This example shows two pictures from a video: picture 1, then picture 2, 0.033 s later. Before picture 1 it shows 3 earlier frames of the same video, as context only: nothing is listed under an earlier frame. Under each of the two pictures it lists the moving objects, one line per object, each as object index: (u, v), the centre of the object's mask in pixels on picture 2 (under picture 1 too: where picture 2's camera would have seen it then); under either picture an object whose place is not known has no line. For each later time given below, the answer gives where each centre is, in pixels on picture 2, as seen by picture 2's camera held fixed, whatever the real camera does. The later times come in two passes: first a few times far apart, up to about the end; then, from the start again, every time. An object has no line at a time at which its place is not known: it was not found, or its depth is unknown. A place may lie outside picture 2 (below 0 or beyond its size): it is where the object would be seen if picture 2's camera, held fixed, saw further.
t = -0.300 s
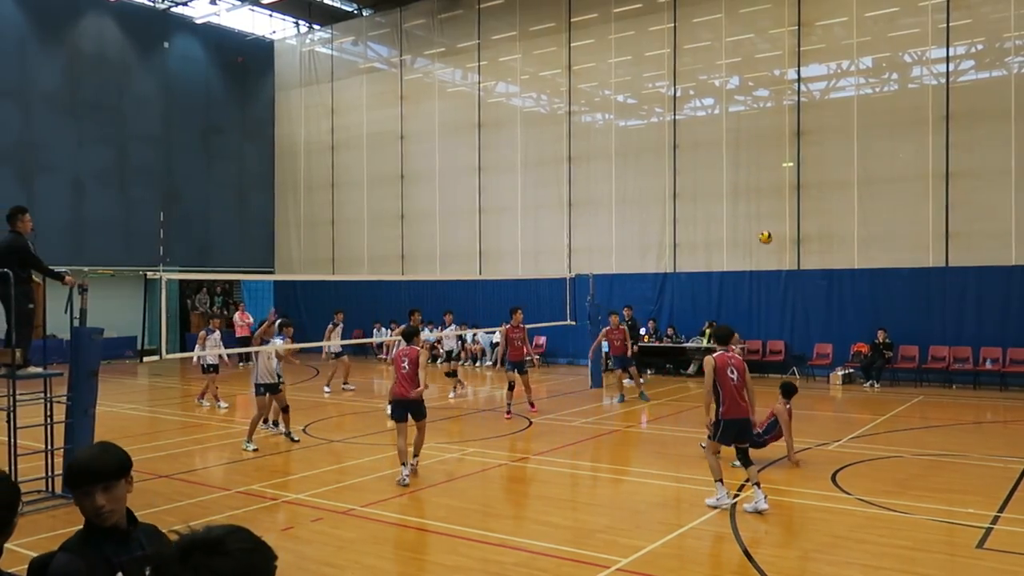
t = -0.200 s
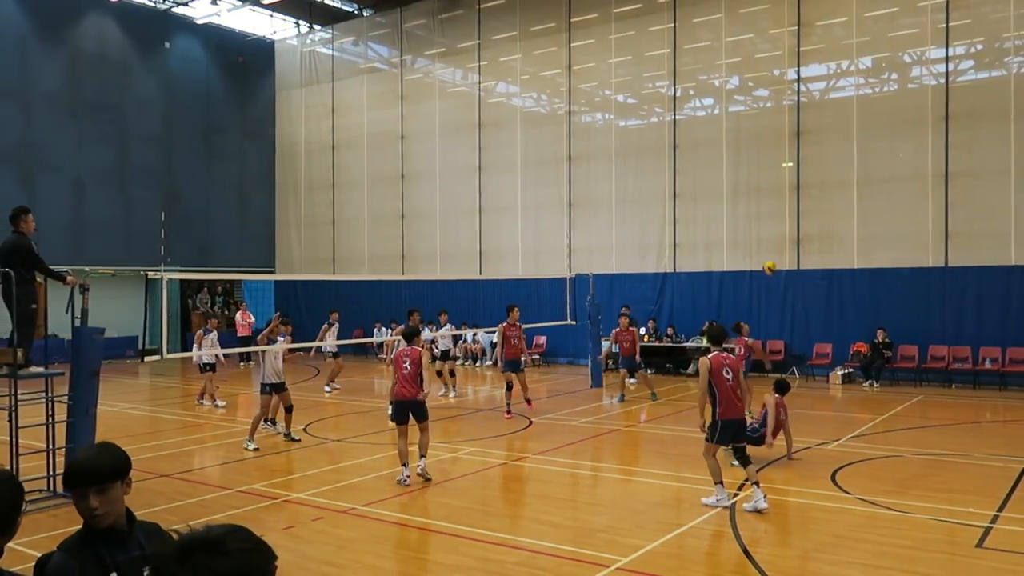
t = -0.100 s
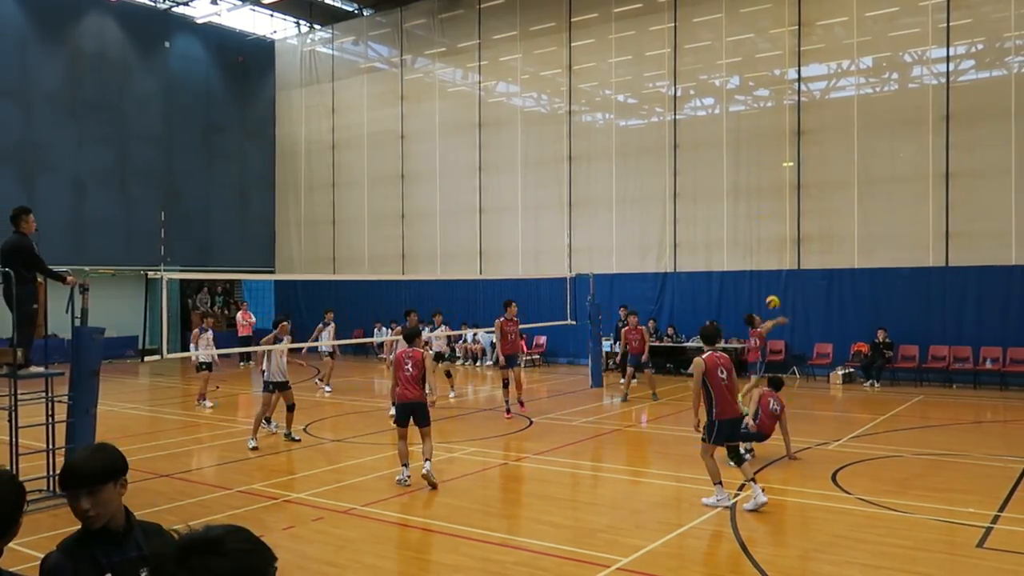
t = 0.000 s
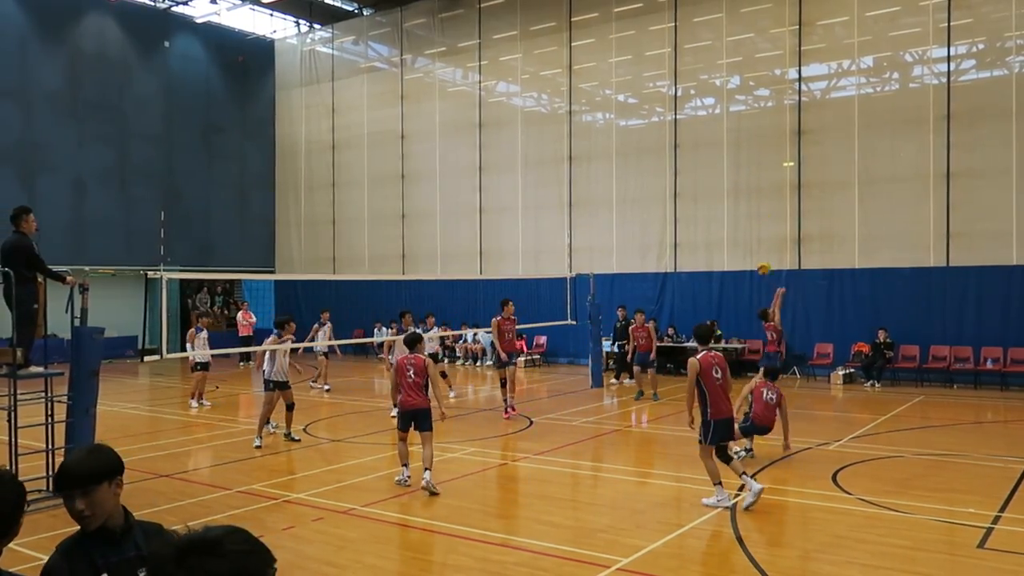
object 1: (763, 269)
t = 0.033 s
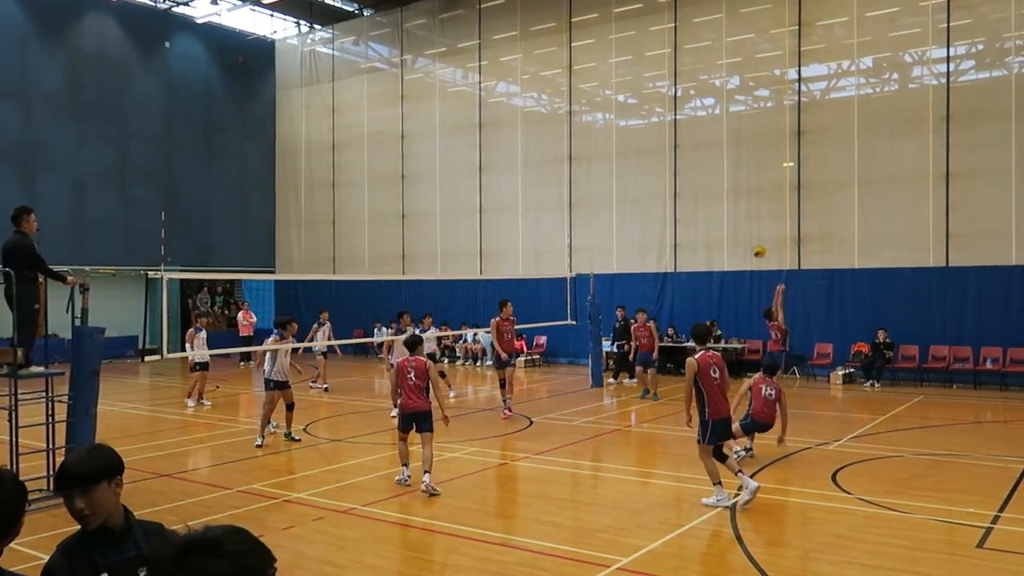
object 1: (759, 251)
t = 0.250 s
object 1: (730, 160)
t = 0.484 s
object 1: (698, 92)
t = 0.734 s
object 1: (664, 56)
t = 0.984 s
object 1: (630, 60)
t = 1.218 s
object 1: (598, 101)
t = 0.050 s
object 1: (757, 244)
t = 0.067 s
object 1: (755, 236)
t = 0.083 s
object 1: (752, 227)
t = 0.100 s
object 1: (750, 221)
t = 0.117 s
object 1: (748, 212)
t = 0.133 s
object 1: (746, 205)
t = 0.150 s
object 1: (743, 197)
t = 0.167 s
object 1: (741, 191)
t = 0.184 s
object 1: (739, 185)
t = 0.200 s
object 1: (737, 179)
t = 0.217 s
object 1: (734, 171)
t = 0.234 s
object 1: (732, 165)
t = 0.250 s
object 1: (730, 160)
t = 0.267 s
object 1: (727, 153)
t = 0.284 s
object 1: (725, 147)
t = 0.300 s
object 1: (723, 141)
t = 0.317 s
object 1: (721, 136)
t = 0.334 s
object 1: (719, 131)
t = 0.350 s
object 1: (717, 127)
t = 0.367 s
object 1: (714, 121)
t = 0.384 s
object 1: (712, 117)
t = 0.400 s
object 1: (710, 113)
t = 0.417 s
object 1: (708, 108)
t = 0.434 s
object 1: (705, 103)
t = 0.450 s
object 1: (703, 99)
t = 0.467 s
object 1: (701, 95)
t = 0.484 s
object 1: (698, 92)
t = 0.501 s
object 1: (696, 89)
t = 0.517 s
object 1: (693, 85)
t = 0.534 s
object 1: (692, 82)
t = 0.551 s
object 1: (689, 79)
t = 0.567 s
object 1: (687, 75)
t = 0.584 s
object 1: (684, 73)
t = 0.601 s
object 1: (682, 71)
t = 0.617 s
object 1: (680, 69)
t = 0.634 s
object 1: (678, 67)
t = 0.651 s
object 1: (676, 63)
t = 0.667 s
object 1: (673, 62)
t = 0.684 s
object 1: (671, 60)
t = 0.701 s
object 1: (669, 59)
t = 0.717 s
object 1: (666, 57)
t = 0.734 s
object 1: (664, 56)
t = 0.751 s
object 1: (661, 55)
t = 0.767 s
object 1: (659, 55)
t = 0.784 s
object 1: (657, 54)
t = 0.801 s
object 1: (654, 53)
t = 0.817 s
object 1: (652, 53)
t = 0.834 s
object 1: (650, 53)
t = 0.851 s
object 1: (647, 54)
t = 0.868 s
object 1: (645, 54)
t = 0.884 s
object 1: (643, 54)
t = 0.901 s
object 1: (641, 55)
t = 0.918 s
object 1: (639, 56)
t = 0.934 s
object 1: (637, 56)
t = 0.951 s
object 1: (634, 57)
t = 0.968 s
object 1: (632, 58)
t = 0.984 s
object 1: (630, 60)
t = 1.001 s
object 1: (627, 62)
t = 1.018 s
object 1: (625, 64)
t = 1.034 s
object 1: (623, 66)
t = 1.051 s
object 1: (620, 68)
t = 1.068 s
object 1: (618, 71)
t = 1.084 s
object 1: (616, 73)
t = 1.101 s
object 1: (613, 76)
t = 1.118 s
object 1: (610, 79)
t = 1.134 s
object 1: (608, 83)
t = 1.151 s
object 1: (606, 86)
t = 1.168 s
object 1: (604, 90)
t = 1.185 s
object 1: (601, 94)
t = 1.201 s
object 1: (599, 97)
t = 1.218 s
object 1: (598, 101)
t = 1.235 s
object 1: (595, 105)
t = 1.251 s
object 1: (592, 110)
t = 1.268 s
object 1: (590, 115)
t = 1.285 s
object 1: (588, 120)
